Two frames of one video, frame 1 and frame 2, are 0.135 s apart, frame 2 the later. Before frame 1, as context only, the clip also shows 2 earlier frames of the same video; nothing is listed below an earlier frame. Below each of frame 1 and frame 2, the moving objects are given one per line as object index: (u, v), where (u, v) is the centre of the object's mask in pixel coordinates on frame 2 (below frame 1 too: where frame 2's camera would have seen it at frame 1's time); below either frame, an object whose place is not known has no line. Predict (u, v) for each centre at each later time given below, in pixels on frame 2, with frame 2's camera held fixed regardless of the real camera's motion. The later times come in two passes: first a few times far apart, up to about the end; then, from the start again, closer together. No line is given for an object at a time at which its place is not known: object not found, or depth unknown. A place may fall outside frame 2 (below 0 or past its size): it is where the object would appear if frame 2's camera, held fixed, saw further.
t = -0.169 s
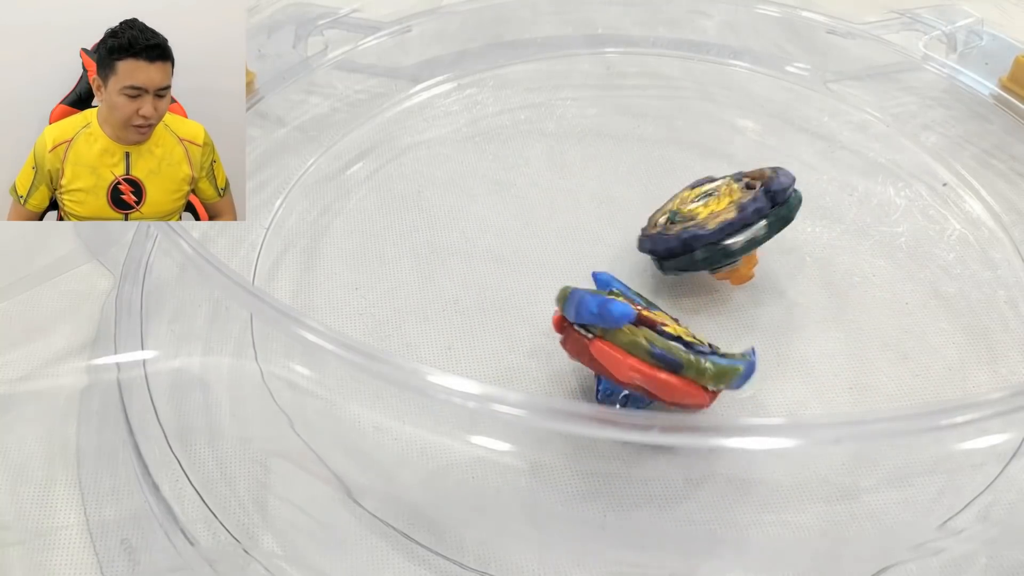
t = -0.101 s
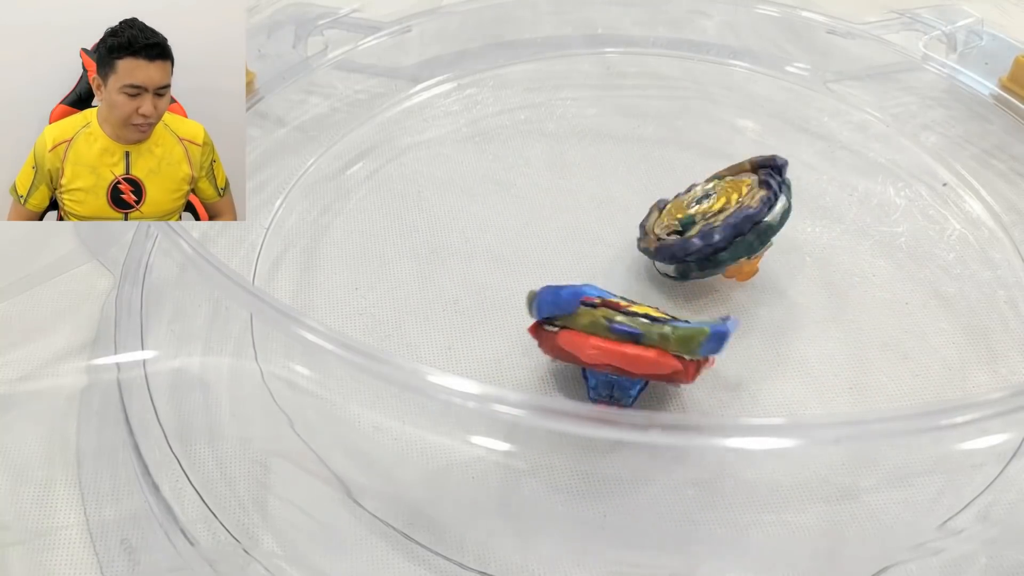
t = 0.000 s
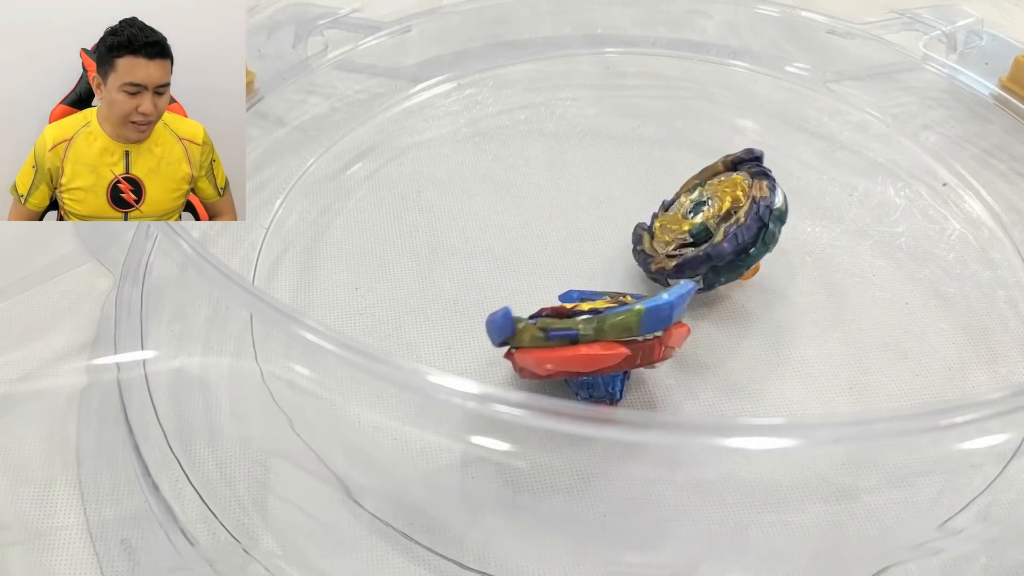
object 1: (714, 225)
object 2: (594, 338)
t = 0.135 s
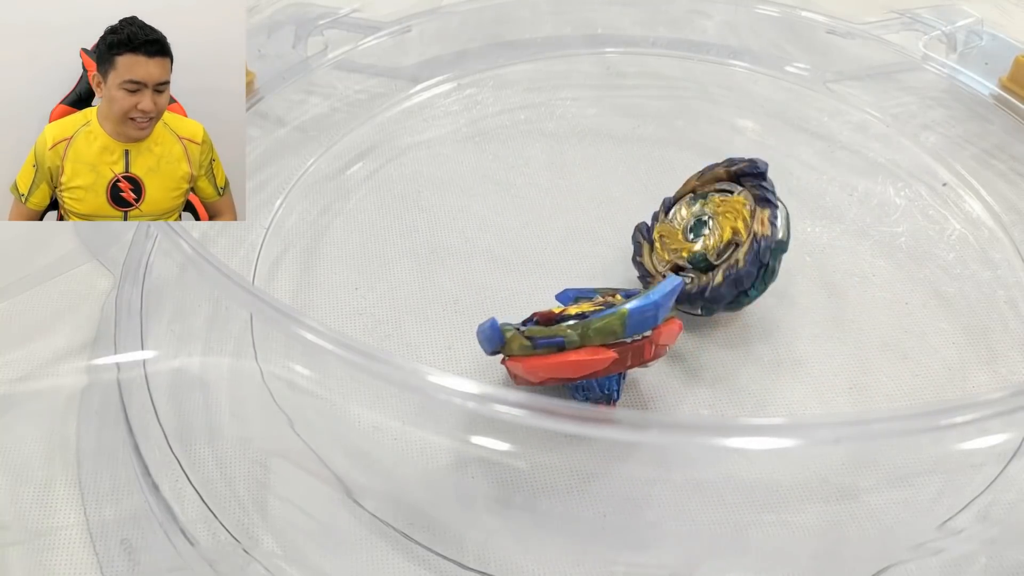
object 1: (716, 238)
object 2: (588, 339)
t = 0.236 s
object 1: (727, 253)
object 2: (604, 337)
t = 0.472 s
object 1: (735, 259)
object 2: (641, 345)
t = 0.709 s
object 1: (715, 235)
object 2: (597, 336)
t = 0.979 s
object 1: (711, 231)
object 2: (638, 342)
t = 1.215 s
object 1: (715, 239)
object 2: (615, 335)
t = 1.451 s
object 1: (731, 254)
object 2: (608, 335)
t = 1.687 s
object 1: (714, 243)
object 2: (634, 340)
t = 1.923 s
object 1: (716, 248)
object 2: (632, 340)
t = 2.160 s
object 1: (717, 248)
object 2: (636, 341)
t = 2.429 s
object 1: (716, 247)
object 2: (636, 341)
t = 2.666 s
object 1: (716, 247)
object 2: (635, 341)
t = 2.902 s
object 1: (716, 247)
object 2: (635, 341)
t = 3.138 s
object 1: (716, 247)
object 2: (635, 341)
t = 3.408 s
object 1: (716, 247)
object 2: (634, 340)
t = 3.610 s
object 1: (716, 247)
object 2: (633, 340)
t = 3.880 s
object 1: (716, 247)
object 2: (634, 340)
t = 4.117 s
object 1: (716, 247)
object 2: (634, 340)
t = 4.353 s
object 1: (716, 247)
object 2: (634, 340)
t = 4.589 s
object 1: (716, 247)
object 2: (633, 340)
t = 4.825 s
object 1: (716, 247)
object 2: (633, 340)
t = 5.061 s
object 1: (716, 247)
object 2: (633, 340)
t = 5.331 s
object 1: (716, 247)
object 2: (633, 340)
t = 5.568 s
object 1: (716, 247)
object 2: (633, 340)
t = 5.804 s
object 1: (716, 247)
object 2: (633, 340)
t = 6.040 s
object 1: (716, 247)
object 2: (633, 340)
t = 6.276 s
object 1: (716, 247)
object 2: (633, 340)
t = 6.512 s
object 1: (716, 247)
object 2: (633, 340)
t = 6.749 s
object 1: (716, 247)
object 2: (633, 340)
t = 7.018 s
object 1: (716, 247)
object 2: (633, 340)
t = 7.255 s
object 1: (716, 247)
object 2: (633, 340)
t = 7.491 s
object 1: (716, 247)
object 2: (633, 340)
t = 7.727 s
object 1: (716, 247)
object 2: (633, 340)
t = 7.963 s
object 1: (716, 247)
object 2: (632, 340)
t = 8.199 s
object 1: (716, 247)
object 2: (632, 340)
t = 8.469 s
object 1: (716, 247)
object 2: (633, 340)
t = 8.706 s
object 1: (716, 247)
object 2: (633, 340)
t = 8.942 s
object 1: (716, 247)
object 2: (633, 340)
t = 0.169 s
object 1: (719, 243)
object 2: (591, 339)
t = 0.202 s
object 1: (722, 248)
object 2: (596, 338)
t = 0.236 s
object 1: (727, 253)
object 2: (604, 337)
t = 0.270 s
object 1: (732, 255)
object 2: (613, 338)
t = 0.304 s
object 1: (735, 257)
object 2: (623, 339)
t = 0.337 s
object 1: (737, 259)
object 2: (631, 342)
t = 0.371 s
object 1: (739, 261)
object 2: (639, 345)
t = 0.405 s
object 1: (740, 262)
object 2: (643, 346)
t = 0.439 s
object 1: (737, 261)
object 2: (643, 346)
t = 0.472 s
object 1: (735, 259)
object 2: (641, 345)
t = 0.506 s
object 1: (732, 257)
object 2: (636, 343)
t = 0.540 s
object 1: (728, 254)
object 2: (627, 340)
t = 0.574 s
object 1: (723, 250)
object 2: (621, 338)
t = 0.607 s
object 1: (718, 245)
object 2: (613, 336)
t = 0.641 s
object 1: (716, 240)
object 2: (606, 336)
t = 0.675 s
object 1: (715, 237)
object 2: (601, 336)
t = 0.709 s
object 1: (715, 235)
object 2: (597, 336)
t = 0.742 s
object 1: (714, 234)
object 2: (597, 336)
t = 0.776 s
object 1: (713, 232)
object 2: (600, 336)
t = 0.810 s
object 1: (712, 231)
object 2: (605, 336)
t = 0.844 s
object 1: (711, 231)
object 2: (611, 336)
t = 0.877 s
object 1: (711, 231)
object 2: (617, 337)
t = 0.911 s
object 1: (711, 230)
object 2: (623, 338)
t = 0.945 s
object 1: (711, 231)
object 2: (630, 340)
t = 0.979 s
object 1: (711, 231)
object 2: (638, 342)
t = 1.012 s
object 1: (711, 232)
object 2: (640, 343)
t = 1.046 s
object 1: (711, 234)
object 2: (639, 343)
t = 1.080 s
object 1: (712, 236)
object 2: (634, 341)
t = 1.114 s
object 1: (712, 237)
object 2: (627, 339)
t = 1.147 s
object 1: (713, 238)
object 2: (623, 337)
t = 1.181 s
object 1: (714, 239)
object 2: (619, 336)
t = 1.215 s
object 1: (715, 239)
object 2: (615, 335)
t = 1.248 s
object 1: (717, 242)
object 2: (609, 335)
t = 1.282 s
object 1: (721, 247)
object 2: (606, 335)
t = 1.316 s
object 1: (726, 251)
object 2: (603, 335)
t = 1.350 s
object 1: (730, 254)
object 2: (602, 335)
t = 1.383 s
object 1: (732, 255)
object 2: (603, 335)
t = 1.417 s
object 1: (732, 255)
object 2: (605, 335)
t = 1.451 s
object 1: (731, 254)
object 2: (608, 335)
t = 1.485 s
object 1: (727, 252)
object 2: (612, 335)
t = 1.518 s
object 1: (723, 249)
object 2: (617, 336)
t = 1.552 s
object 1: (719, 246)
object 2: (620, 336)
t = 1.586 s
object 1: (715, 244)
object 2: (623, 337)
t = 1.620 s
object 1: (714, 243)
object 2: (625, 338)
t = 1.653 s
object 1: (714, 242)
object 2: (628, 338)
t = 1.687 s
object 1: (714, 243)
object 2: (634, 340)
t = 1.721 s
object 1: (714, 244)
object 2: (638, 342)
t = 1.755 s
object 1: (716, 247)
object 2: (638, 342)
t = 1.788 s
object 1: (717, 249)
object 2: (633, 340)
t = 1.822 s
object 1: (719, 248)
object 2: (630, 339)
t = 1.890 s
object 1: (717, 248)
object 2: (629, 339)
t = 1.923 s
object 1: (716, 248)
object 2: (632, 340)
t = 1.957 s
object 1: (715, 246)
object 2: (636, 341)
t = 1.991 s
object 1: (716, 246)
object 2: (637, 342)
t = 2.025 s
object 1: (717, 248)
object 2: (636, 341)
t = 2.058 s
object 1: (717, 248)
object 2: (632, 340)
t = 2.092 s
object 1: (718, 248)
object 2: (630, 339)
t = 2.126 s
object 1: (717, 248)
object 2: (633, 340)
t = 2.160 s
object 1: (717, 248)
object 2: (636, 341)
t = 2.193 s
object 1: (716, 247)
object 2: (637, 341)
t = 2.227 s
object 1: (716, 247)
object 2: (636, 341)
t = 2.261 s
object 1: (716, 247)
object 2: (634, 340)
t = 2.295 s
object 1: (716, 247)
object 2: (631, 339)
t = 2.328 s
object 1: (717, 247)
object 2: (630, 339)
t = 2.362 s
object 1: (717, 247)
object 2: (631, 340)
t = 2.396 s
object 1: (716, 247)
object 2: (634, 340)
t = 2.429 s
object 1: (716, 247)
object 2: (636, 341)
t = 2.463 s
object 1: (716, 247)
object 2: (637, 341)
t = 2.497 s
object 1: (716, 247)
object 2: (636, 341)
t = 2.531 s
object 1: (716, 247)
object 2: (634, 340)
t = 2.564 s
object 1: (716, 247)
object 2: (631, 339)
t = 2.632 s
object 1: (716, 247)
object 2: (632, 340)
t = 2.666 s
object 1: (716, 247)
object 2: (635, 341)
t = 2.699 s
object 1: (716, 247)
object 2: (636, 341)
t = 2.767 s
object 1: (716, 247)
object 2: (634, 340)
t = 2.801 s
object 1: (716, 247)
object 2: (632, 340)
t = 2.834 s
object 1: (716, 247)
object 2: (631, 339)
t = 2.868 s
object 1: (716, 247)
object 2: (633, 340)
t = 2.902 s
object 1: (716, 247)
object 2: (635, 341)
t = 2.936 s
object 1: (716, 247)
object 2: (635, 341)
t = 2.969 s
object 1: (716, 247)
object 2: (635, 341)
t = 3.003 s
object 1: (716, 247)
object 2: (633, 340)
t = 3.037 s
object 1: (716, 247)
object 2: (631, 339)
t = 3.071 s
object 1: (716, 247)
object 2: (632, 340)
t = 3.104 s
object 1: (716, 247)
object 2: (634, 340)
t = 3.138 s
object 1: (716, 247)
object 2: (635, 341)
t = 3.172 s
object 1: (716, 247)
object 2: (635, 341)
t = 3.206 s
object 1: (716, 247)
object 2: (634, 340)
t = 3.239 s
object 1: (716, 247)
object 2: (632, 339)
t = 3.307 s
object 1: (716, 247)
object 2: (634, 340)
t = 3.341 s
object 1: (716, 247)
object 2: (634, 341)
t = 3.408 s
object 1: (716, 247)
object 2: (634, 340)
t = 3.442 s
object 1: (716, 247)
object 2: (632, 339)
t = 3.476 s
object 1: (716, 247)
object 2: (633, 340)
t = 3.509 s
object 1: (716, 247)
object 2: (634, 340)
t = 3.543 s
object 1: (716, 247)
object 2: (635, 340)
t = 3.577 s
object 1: (716, 247)
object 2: (635, 340)
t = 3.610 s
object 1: (716, 247)
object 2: (633, 340)
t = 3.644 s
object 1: (716, 247)
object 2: (632, 339)
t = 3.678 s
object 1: (716, 247)
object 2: (633, 340)
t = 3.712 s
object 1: (716, 247)
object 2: (635, 340)
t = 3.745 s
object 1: (716, 247)
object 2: (635, 340)
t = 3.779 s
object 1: (716, 247)
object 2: (634, 340)
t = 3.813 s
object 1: (716, 247)
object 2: (632, 339)
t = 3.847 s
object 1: (716, 247)
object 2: (633, 340)
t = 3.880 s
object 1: (716, 247)
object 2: (634, 340)
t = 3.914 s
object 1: (716, 247)
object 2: (635, 340)
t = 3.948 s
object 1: (716, 247)
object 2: (634, 340)
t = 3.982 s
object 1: (716, 247)
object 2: (633, 340)
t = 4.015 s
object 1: (716, 247)
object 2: (633, 340)
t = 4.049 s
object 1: (716, 247)
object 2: (634, 340)
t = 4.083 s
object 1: (716, 247)
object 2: (635, 340)
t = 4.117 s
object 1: (716, 247)
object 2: (634, 340)
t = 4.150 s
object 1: (716, 247)
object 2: (633, 339)
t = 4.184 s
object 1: (716, 247)
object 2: (633, 340)
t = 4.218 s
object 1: (716, 247)
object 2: (634, 340)
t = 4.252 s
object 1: (716, 247)
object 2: (634, 340)
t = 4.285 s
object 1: (716, 247)
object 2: (633, 340)
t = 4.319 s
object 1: (716, 247)
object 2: (633, 340)
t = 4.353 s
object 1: (716, 247)
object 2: (634, 340)
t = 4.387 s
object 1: (716, 247)
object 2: (634, 340)
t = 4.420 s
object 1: (716, 247)
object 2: (634, 340)
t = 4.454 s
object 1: (716, 247)
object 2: (632, 340)
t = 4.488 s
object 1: (716, 247)
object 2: (633, 340)
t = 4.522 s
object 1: (716, 247)
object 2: (634, 340)
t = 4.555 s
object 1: (716, 247)
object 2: (633, 340)
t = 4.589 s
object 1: (716, 247)
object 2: (633, 340)
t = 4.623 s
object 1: (716, 247)
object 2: (633, 340)
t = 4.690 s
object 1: (716, 247)
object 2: (633, 340)
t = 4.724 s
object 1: (716, 247)
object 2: (633, 340)
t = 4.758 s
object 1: (716, 247)
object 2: (633, 340)
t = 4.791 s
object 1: (716, 247)
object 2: (633, 340)
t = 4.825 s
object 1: (716, 247)
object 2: (633, 340)
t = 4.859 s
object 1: (716, 247)
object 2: (633, 340)
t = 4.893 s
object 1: (716, 247)
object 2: (633, 340)
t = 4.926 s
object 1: (716, 247)
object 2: (633, 340)
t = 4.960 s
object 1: (716, 247)
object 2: (633, 340)
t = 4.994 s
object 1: (716, 247)
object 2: (633, 340)
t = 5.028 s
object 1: (716, 247)
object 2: (633, 340)
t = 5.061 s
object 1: (716, 247)
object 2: (633, 340)
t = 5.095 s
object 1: (716, 247)
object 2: (633, 340)
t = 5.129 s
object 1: (716, 247)
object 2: (633, 340)
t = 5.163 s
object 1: (716, 247)
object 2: (633, 340)
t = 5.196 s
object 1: (716, 247)
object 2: (633, 340)
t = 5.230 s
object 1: (716, 247)
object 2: (633, 340)
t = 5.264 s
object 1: (716, 247)
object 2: (633, 340)
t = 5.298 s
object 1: (716, 247)
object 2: (633, 340)
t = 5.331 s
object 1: (716, 247)
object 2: (633, 340)
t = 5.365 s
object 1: (716, 247)
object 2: (633, 340)
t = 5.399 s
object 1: (716, 247)
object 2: (633, 340)
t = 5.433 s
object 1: (716, 247)
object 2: (633, 340)
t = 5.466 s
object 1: (716, 247)
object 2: (633, 340)
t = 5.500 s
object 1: (716, 247)
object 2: (633, 340)
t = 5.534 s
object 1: (716, 247)
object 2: (633, 340)
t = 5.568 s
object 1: (716, 247)
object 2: (633, 340)
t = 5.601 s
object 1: (716, 247)
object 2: (633, 340)
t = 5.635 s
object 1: (716, 247)
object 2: (633, 340)
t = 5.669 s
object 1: (716, 247)
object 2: (633, 340)
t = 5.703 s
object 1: (716, 247)
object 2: (633, 340)
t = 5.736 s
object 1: (716, 247)
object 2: (633, 340)
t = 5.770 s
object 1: (716, 247)
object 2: (633, 340)
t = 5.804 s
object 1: (716, 247)
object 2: (633, 340)
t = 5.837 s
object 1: (716, 247)
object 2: (633, 340)
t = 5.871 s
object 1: (716, 247)
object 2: (633, 340)
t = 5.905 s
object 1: (716, 247)
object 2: (633, 340)
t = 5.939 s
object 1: (716, 247)
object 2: (633, 340)
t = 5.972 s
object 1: (716, 247)
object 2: (633, 340)
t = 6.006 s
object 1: (716, 247)
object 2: (633, 340)
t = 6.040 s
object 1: (716, 247)
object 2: (633, 340)
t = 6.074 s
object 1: (716, 247)
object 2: (633, 340)
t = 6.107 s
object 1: (716, 247)
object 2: (633, 340)
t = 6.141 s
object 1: (716, 247)
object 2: (633, 340)
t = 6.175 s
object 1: (716, 247)
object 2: (633, 340)
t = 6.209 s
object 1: (716, 247)
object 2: (633, 340)
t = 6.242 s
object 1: (716, 247)
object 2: (633, 340)
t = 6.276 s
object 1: (716, 247)
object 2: (633, 340)
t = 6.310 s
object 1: (716, 247)
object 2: (633, 340)
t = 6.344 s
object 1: (716, 247)
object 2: (633, 340)
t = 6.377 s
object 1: (716, 247)
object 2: (633, 340)
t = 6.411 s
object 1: (716, 247)
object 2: (633, 340)
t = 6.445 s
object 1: (716, 247)
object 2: (633, 340)
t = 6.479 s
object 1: (716, 247)
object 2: (633, 340)
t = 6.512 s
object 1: (716, 247)
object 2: (633, 340)
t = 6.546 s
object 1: (716, 247)
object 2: (633, 340)
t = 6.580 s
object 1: (716, 247)
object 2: (633, 340)
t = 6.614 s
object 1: (716, 247)
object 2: (633, 340)
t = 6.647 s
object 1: (716, 247)
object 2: (633, 340)
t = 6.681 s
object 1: (716, 247)
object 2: (633, 340)
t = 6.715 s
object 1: (716, 247)
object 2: (633, 340)
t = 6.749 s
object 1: (716, 247)
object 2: (633, 340)
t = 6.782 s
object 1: (716, 247)
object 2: (633, 340)
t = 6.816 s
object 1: (716, 247)
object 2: (633, 340)
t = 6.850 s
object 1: (716, 247)
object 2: (633, 340)
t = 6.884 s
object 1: (716, 247)
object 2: (633, 340)
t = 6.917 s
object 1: (716, 247)
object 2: (633, 340)
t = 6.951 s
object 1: (716, 247)
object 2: (633, 340)
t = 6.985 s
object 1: (716, 247)
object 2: (633, 340)
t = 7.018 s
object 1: (716, 247)
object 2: (633, 340)
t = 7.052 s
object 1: (716, 247)
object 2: (633, 340)
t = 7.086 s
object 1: (716, 247)
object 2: (633, 340)
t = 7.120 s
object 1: (716, 247)
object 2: (633, 340)
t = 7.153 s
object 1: (716, 247)
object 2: (633, 340)
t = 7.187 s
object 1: (716, 247)
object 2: (633, 340)
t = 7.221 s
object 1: (716, 247)
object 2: (633, 340)
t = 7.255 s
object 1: (716, 247)
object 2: (633, 340)
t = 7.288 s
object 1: (716, 247)
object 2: (633, 340)
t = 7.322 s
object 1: (716, 247)
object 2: (633, 340)
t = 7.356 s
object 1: (716, 247)
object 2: (633, 340)
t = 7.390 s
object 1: (716, 247)
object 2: (633, 340)
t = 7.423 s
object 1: (716, 247)
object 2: (633, 340)
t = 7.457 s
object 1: (716, 247)
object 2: (633, 340)
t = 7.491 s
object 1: (716, 247)
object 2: (633, 340)
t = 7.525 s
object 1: (716, 247)
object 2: (633, 340)
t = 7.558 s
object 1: (716, 247)
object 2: (633, 340)
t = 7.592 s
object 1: (716, 247)
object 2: (633, 340)
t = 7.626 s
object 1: (716, 247)
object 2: (633, 340)
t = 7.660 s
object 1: (716, 247)
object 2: (633, 340)
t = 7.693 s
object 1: (716, 247)
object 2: (633, 340)
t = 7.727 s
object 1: (716, 247)
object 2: (633, 340)
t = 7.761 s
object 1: (716, 247)
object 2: (632, 340)
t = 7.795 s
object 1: (716, 247)
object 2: (633, 340)
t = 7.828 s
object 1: (716, 247)
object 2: (632, 340)
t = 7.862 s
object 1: (716, 247)
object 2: (633, 340)
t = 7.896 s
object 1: (716, 247)
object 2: (633, 340)
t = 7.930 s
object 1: (716, 247)
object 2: (632, 340)
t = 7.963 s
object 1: (716, 247)
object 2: (632, 340)
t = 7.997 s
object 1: (716, 247)
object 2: (632, 340)
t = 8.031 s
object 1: (716, 247)
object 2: (632, 340)
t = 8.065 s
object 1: (716, 247)
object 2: (633, 340)
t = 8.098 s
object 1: (716, 247)
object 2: (633, 340)
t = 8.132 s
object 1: (716, 247)
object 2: (633, 340)
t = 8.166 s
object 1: (716, 247)
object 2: (632, 340)
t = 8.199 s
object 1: (716, 247)
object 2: (632, 340)
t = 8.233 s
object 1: (716, 247)
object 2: (633, 340)
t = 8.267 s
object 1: (716, 247)
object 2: (632, 340)
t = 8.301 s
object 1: (716, 247)
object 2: (633, 340)
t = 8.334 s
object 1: (716, 247)
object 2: (633, 340)
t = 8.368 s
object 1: (716, 247)
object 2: (632, 340)
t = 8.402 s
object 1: (716, 247)
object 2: (633, 340)
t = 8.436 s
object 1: (716, 247)
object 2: (633, 340)
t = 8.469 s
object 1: (716, 247)
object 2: (633, 340)
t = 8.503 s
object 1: (716, 247)
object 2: (633, 340)
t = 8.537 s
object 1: (716, 247)
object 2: (633, 340)
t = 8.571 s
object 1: (716, 247)
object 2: (633, 340)
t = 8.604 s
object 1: (716, 247)
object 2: (633, 340)
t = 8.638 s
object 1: (716, 247)
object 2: (633, 340)
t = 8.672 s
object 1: (716, 247)
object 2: (633, 340)
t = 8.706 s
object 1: (716, 247)
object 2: (633, 340)
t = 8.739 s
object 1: (716, 247)
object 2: (633, 340)
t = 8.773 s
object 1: (716, 247)
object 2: (633, 340)
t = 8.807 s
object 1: (716, 247)
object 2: (633, 340)
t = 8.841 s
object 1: (716, 247)
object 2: (633, 340)
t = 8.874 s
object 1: (716, 247)
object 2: (633, 340)
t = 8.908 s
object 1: (716, 247)
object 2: (633, 340)
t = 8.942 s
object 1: (716, 247)
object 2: (633, 340)
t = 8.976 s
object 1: (716, 247)
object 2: (633, 340)
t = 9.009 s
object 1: (716, 247)
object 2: (633, 340)
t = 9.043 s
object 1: (716, 247)
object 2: (633, 340)
